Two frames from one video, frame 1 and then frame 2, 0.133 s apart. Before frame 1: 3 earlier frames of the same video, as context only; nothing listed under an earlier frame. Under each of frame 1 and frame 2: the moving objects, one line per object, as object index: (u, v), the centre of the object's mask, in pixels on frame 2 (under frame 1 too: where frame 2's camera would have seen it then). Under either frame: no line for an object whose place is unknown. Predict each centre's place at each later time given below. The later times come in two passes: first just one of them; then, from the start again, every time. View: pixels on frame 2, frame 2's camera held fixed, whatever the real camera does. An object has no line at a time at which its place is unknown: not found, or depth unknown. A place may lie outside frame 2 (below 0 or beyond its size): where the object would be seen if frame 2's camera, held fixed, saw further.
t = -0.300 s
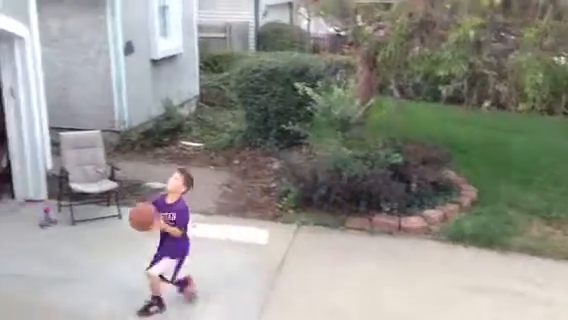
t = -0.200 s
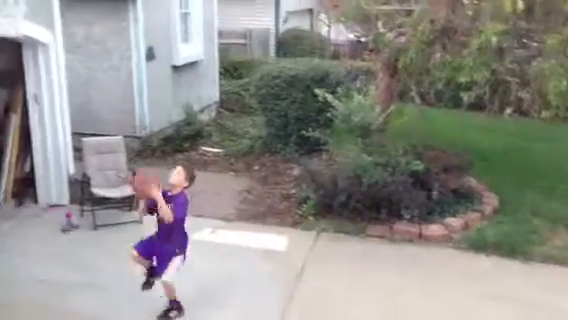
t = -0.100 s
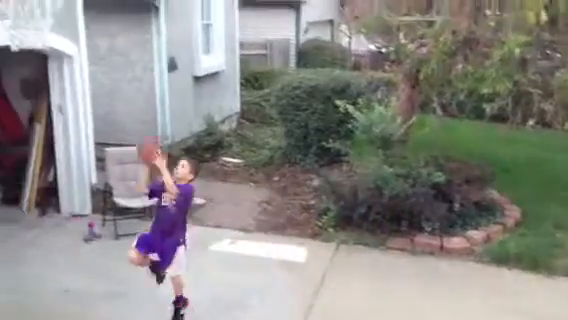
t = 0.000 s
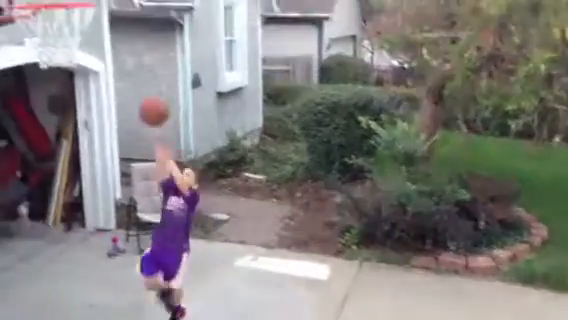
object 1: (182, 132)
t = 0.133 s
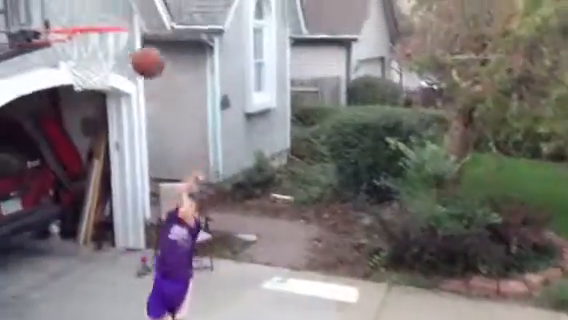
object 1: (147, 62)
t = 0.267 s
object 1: (109, 8)
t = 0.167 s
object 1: (140, 48)
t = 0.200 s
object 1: (138, 36)
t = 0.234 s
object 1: (118, 16)
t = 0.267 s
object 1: (109, 8)
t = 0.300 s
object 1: (99, -1)
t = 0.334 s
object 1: (89, -8)
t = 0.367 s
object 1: (80, -12)
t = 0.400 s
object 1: (70, -16)
